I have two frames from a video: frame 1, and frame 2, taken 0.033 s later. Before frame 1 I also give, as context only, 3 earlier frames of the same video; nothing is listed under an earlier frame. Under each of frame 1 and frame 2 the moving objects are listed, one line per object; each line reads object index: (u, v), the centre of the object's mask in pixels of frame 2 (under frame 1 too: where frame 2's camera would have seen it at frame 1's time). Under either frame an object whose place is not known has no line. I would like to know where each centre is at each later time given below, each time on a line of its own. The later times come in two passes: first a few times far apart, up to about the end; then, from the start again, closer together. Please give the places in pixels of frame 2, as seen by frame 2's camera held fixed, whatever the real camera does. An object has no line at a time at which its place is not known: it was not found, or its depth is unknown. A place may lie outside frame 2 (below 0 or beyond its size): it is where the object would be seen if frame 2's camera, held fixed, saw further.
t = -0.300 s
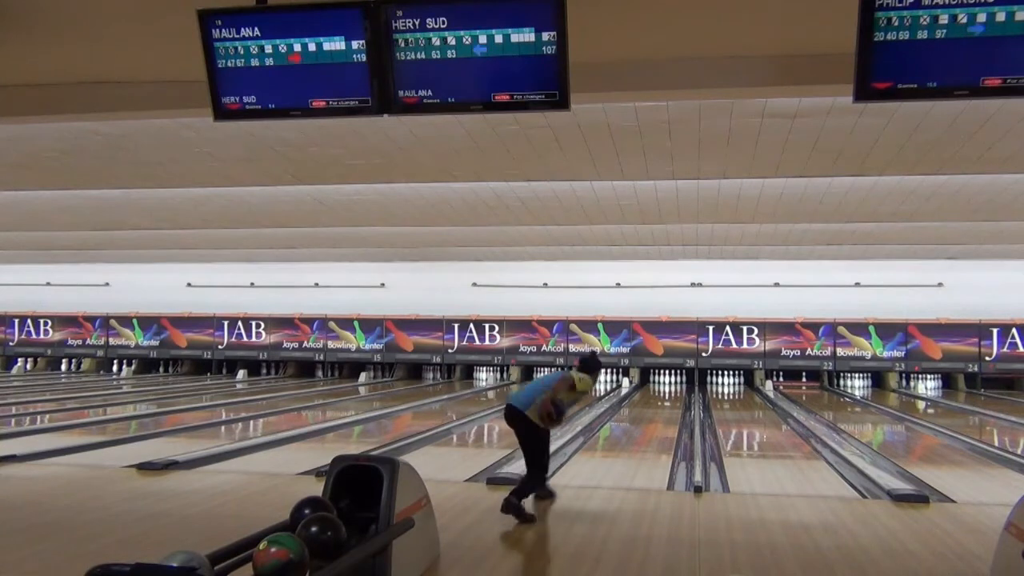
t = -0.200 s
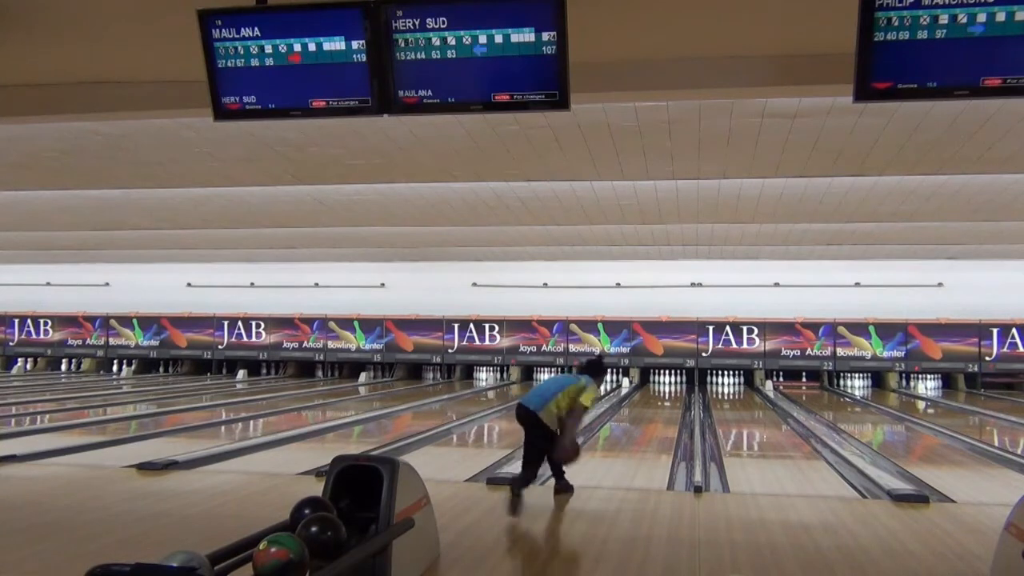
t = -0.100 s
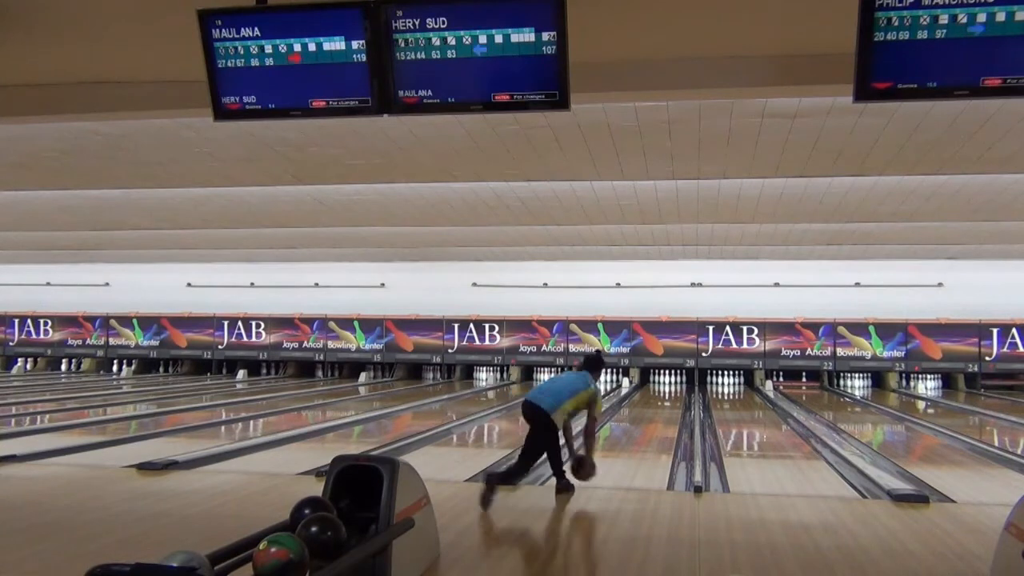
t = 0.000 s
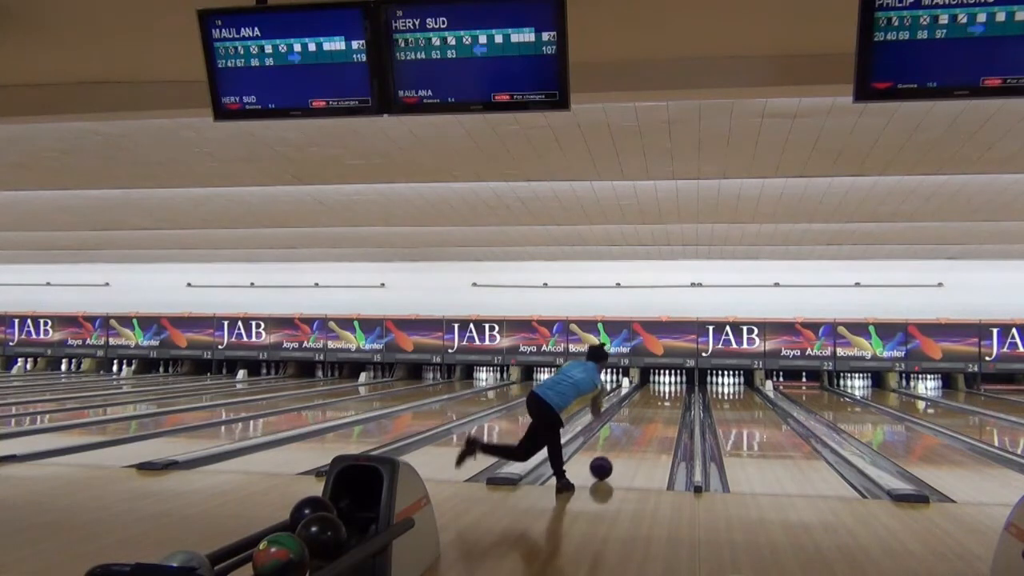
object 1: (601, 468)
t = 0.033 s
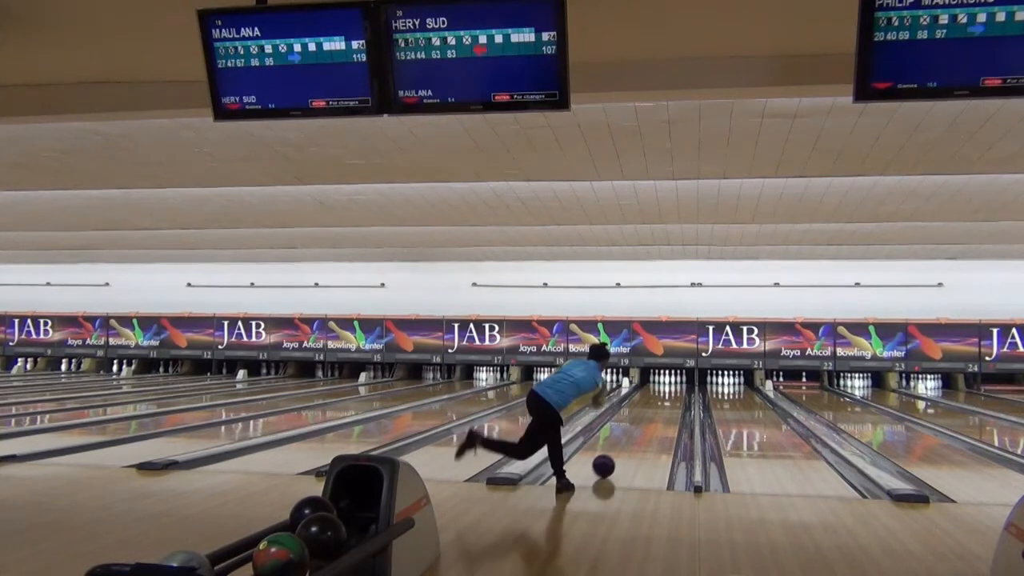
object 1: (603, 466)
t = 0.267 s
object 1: (626, 445)
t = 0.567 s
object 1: (648, 426)
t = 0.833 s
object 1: (661, 415)
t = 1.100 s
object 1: (670, 406)
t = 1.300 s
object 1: (674, 400)
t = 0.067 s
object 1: (605, 464)
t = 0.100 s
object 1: (611, 459)
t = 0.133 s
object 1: (615, 454)
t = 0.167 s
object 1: (619, 449)
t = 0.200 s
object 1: (623, 448)
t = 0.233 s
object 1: (624, 447)
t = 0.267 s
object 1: (626, 445)
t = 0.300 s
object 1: (629, 442)
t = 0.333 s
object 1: (633, 440)
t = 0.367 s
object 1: (635, 437)
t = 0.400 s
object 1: (638, 435)
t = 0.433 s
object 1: (640, 433)
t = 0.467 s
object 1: (641, 432)
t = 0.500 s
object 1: (644, 431)
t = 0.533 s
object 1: (646, 428)
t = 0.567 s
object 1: (648, 426)
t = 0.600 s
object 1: (651, 424)
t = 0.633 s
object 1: (652, 423)
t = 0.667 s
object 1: (653, 422)
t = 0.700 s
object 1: (655, 420)
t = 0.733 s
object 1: (657, 418)
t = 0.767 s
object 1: (658, 417)
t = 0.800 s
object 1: (660, 416)
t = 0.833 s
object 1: (661, 415)
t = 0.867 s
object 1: (662, 414)
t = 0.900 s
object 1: (663, 413)
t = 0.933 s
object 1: (664, 411)
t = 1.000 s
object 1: (667, 408)
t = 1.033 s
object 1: (668, 408)
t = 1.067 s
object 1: (668, 407)
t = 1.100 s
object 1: (670, 406)
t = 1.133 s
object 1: (671, 405)
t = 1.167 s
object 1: (672, 403)
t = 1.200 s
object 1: (673, 403)
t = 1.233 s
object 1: (673, 402)
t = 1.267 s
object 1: (674, 402)
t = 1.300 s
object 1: (674, 400)
